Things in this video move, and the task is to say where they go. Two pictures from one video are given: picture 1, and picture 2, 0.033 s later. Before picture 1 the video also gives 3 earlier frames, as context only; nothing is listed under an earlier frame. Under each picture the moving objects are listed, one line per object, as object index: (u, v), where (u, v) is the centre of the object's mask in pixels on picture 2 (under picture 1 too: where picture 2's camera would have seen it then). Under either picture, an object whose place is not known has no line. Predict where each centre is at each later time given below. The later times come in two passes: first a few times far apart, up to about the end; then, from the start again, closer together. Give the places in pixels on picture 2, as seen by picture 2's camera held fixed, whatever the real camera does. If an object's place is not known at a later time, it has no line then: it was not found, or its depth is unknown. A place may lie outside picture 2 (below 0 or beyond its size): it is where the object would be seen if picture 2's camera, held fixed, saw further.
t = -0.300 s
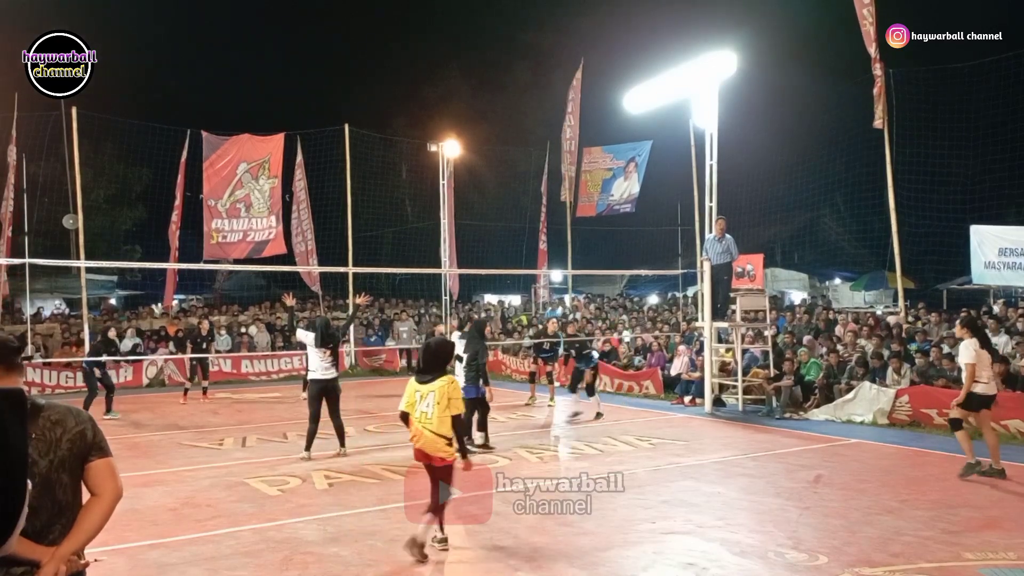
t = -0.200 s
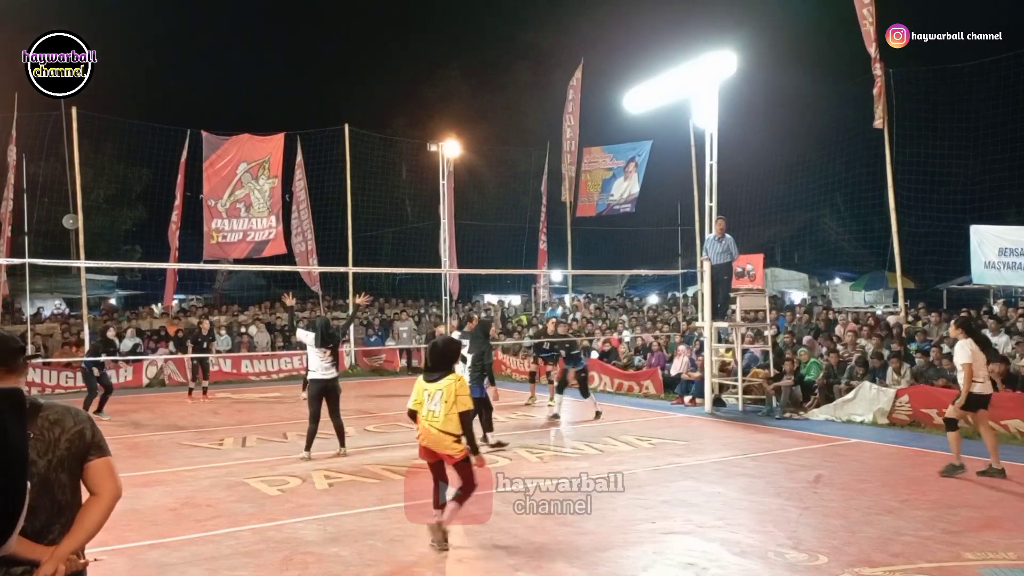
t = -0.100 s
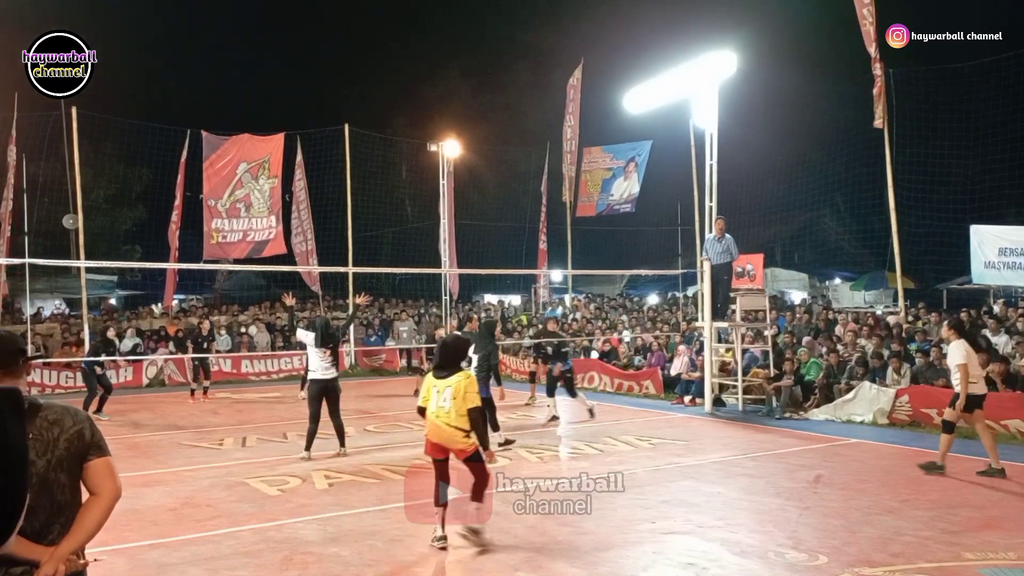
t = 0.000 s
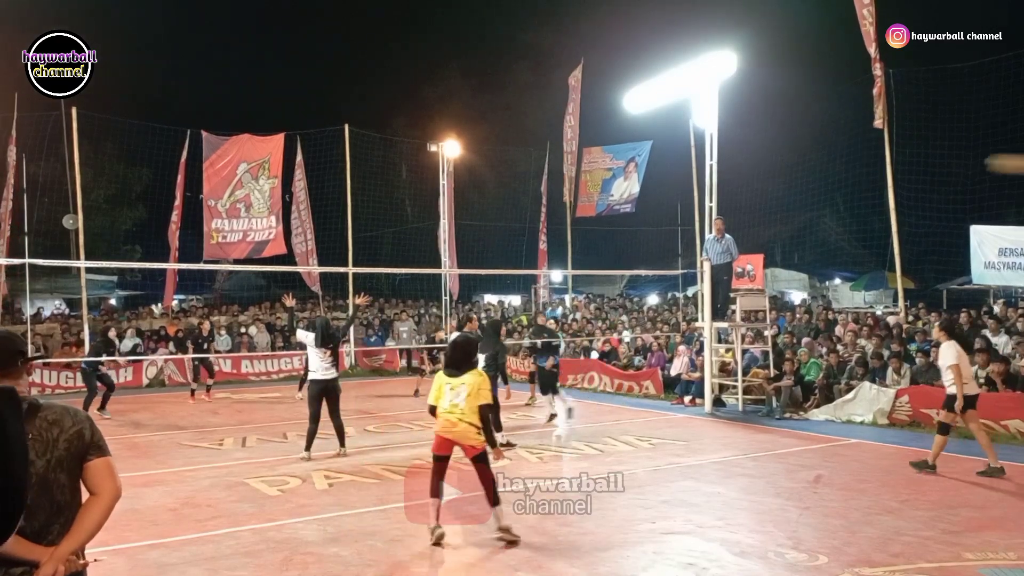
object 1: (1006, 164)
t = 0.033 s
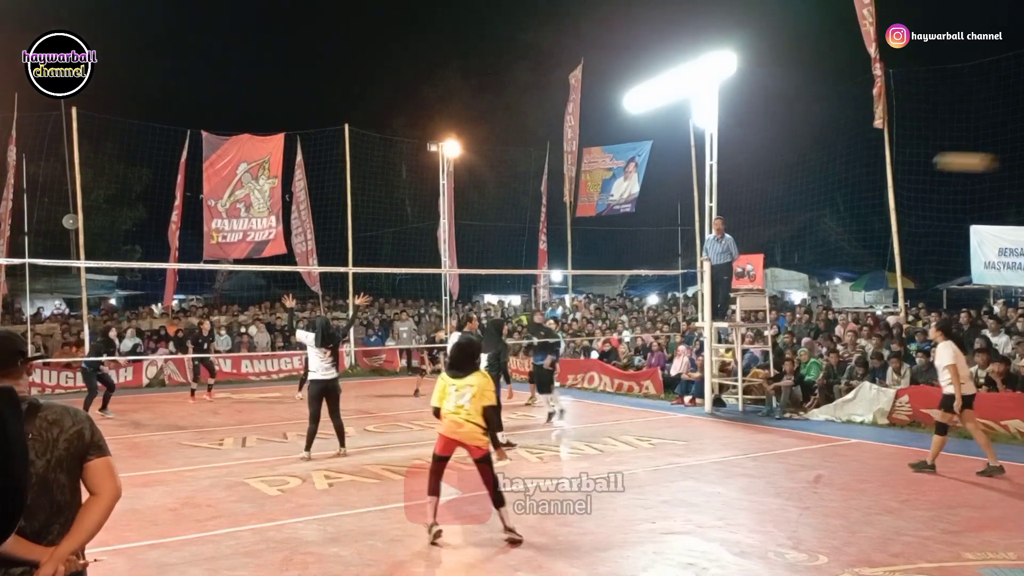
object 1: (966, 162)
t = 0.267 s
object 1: (683, 170)
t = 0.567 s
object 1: (464, 226)
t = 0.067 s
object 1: (918, 161)
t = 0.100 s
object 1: (864, 161)
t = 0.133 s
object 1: (827, 162)
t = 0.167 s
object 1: (788, 163)
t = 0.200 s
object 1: (751, 165)
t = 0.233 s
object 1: (722, 166)
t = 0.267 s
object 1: (683, 170)
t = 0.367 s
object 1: (598, 180)
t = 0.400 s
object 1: (571, 190)
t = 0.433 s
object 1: (550, 196)
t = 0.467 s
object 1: (526, 203)
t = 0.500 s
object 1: (503, 210)
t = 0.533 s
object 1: (482, 218)
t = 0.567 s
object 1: (464, 226)
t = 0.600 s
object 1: (440, 236)
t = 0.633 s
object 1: (423, 245)
